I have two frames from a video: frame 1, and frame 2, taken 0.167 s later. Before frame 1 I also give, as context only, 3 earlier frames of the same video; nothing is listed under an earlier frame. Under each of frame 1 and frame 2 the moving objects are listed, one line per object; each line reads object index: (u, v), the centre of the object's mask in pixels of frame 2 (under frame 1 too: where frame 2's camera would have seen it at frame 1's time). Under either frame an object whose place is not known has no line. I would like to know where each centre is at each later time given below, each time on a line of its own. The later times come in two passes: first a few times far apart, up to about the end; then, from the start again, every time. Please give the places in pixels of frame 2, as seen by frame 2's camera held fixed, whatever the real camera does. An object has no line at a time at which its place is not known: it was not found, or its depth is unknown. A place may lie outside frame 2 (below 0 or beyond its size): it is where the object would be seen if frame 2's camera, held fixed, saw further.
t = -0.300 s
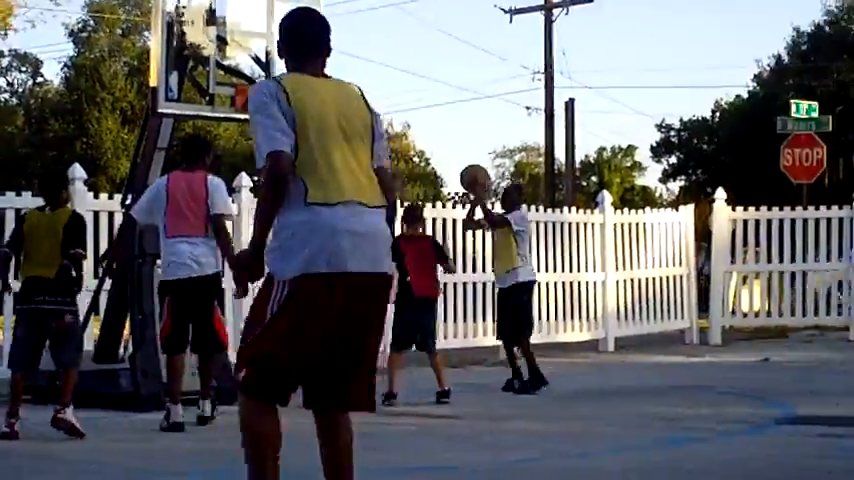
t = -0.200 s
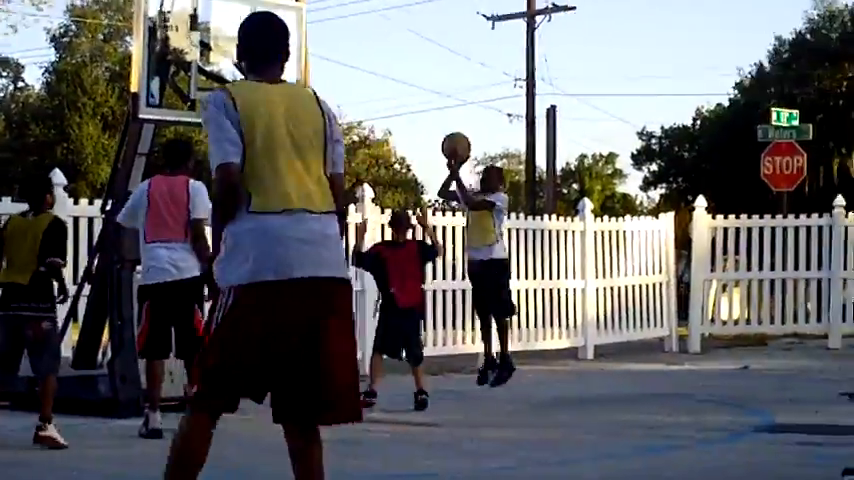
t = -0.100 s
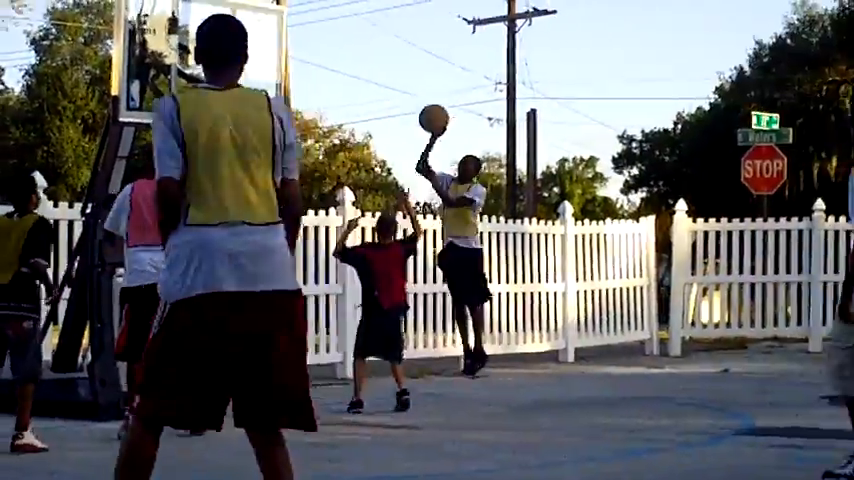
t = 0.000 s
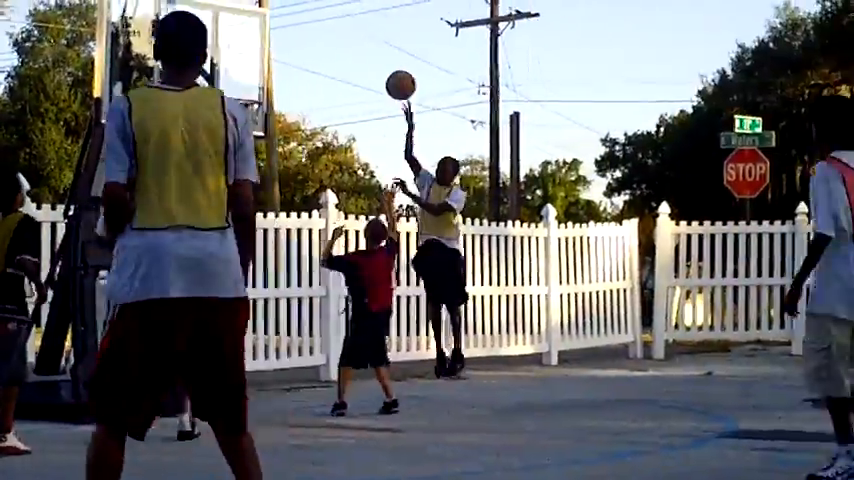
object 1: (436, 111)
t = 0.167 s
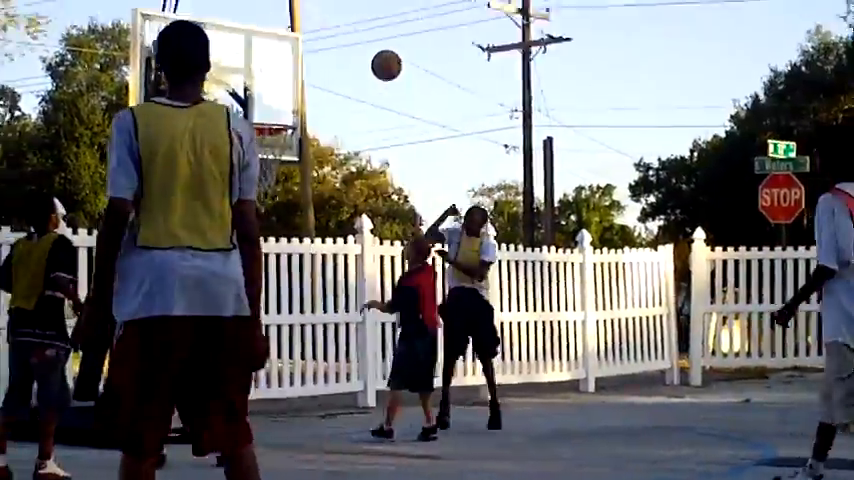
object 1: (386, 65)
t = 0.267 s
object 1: (357, 56)
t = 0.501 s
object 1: (288, 83)
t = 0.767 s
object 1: (268, 144)
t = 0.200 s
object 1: (377, 60)
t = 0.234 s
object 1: (367, 57)
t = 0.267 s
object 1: (357, 56)
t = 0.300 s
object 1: (346, 55)
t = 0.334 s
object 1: (336, 56)
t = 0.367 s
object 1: (326, 58)
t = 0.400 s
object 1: (317, 62)
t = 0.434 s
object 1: (307, 68)
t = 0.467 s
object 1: (298, 74)
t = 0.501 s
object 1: (288, 83)
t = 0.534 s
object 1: (277, 94)
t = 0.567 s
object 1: (266, 106)
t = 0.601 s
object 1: (256, 119)
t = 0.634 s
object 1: (253, 124)
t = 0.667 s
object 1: (251, 131)
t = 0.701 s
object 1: (255, 140)
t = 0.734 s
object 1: (254, 143)
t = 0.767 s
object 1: (268, 144)
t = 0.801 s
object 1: (273, 145)
